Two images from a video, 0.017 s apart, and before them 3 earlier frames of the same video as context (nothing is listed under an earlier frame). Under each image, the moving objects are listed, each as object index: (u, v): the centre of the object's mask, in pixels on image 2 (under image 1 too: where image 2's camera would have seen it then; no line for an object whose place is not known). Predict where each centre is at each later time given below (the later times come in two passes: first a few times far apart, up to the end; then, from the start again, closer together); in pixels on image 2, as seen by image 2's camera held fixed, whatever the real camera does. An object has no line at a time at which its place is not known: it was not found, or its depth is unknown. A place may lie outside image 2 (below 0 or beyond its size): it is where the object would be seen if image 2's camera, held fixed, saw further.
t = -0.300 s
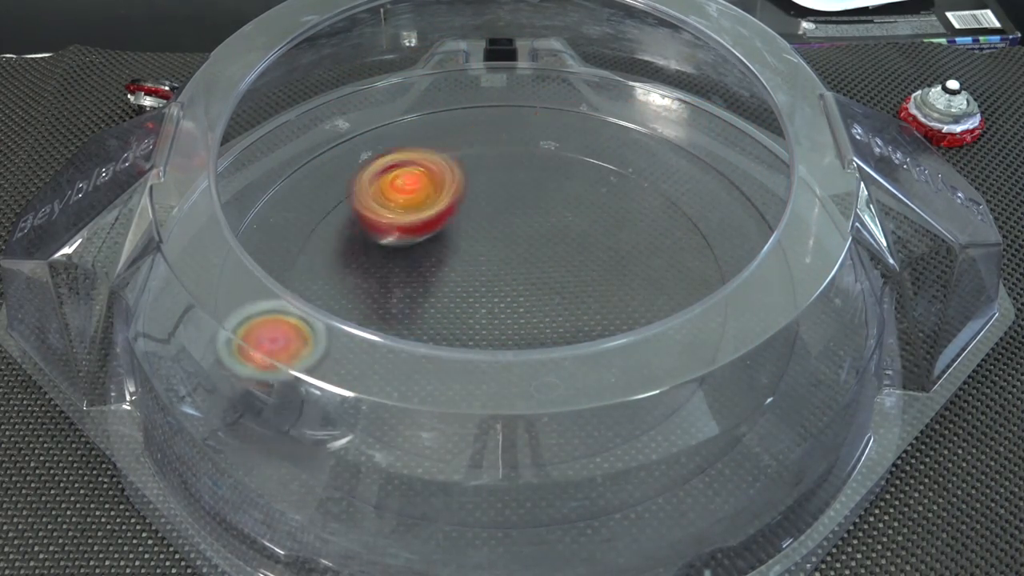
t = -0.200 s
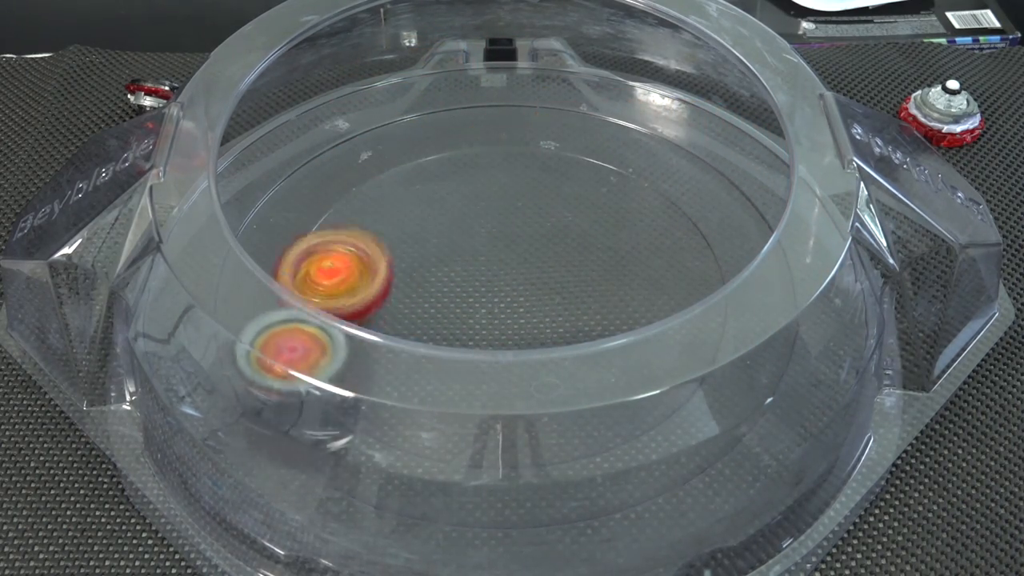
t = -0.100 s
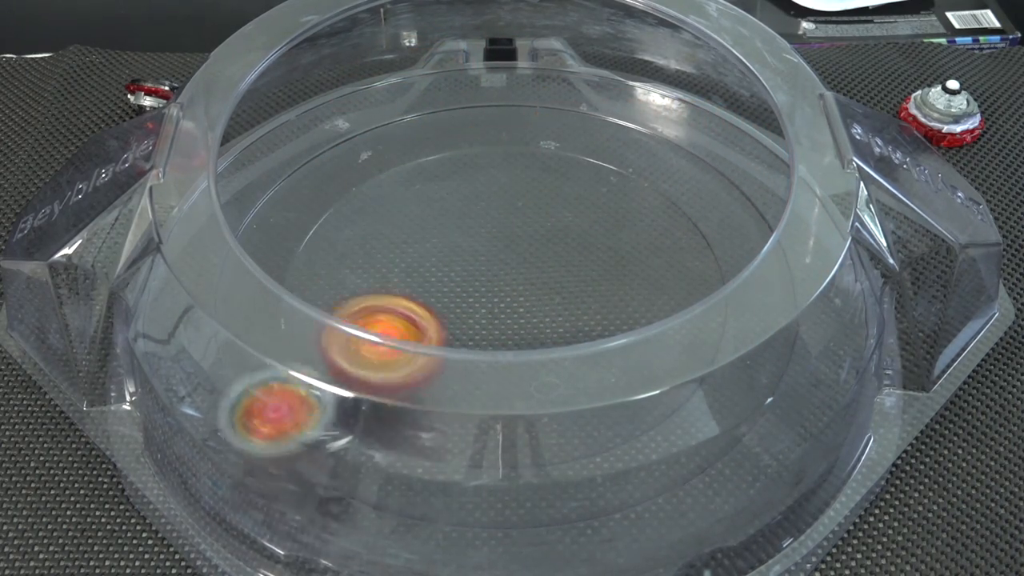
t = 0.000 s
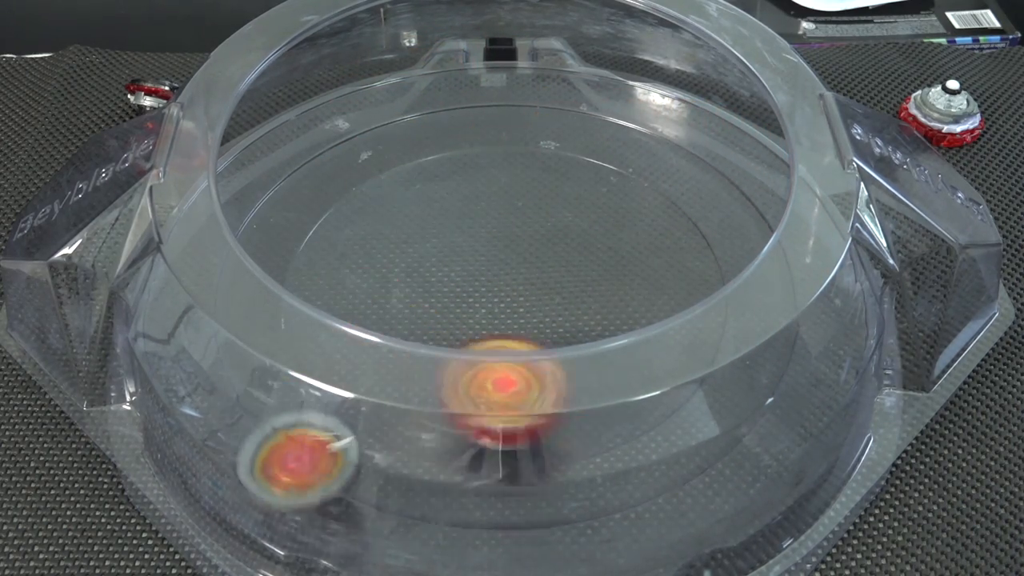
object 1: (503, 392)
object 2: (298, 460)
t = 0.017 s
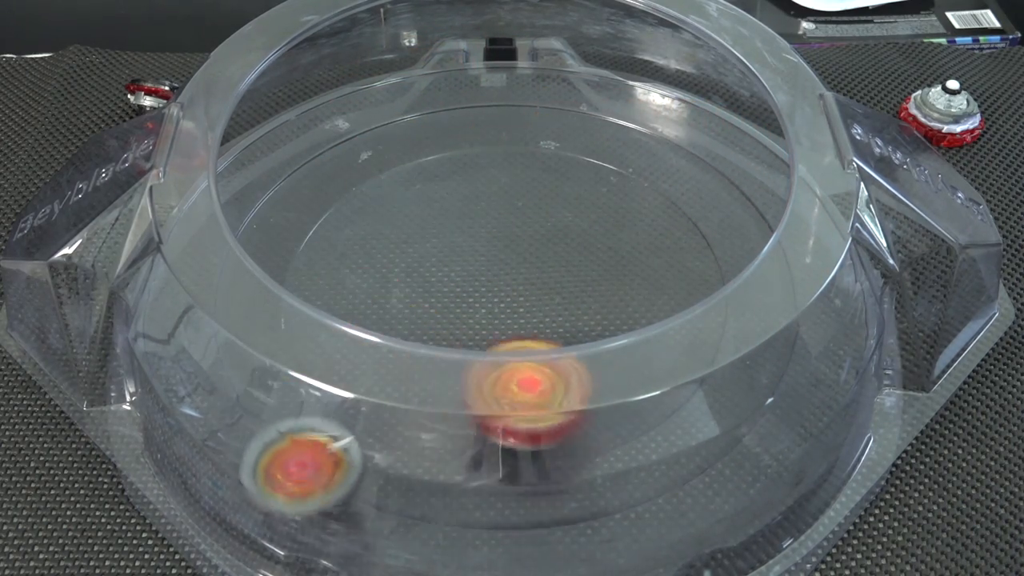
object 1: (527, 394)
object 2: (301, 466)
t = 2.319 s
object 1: (513, 397)
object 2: (339, 348)
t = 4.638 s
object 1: (623, 335)
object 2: (583, 242)
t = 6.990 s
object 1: (656, 266)
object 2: (517, 288)
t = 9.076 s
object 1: (653, 283)
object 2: (505, 273)
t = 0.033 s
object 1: (552, 392)
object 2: (305, 471)
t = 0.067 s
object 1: (600, 381)
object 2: (319, 475)
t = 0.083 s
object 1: (621, 371)
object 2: (327, 476)
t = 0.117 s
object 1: (656, 344)
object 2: (343, 477)
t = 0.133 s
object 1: (672, 333)
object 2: (350, 478)
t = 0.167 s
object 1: (694, 302)
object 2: (363, 480)
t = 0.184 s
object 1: (700, 286)
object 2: (370, 481)
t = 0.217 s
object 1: (703, 253)
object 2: (384, 480)
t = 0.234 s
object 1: (706, 241)
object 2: (390, 480)
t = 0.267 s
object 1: (701, 212)
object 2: (401, 479)
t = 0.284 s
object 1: (692, 196)
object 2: (408, 478)
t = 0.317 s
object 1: (670, 168)
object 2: (425, 475)
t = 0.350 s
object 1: (647, 145)
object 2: (445, 471)
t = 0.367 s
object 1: (636, 134)
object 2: (454, 466)
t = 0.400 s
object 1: (617, 118)
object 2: (471, 460)
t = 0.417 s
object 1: (608, 112)
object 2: (479, 453)
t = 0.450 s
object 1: (594, 101)
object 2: (494, 443)
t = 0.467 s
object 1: (586, 96)
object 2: (501, 440)
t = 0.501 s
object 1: (575, 90)
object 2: (513, 434)
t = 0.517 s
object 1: (569, 87)
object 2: (519, 429)
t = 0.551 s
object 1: (554, 87)
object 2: (534, 419)
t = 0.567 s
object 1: (546, 87)
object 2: (542, 413)
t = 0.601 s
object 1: (533, 87)
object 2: (560, 399)
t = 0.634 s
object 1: (523, 87)
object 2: (578, 378)
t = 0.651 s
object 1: (518, 88)
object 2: (588, 366)
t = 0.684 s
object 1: (510, 88)
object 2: (603, 340)
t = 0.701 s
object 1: (506, 88)
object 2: (602, 318)
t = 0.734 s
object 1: (498, 89)
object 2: (613, 303)
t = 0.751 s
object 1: (494, 89)
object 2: (616, 294)
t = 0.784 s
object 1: (485, 90)
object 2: (612, 270)
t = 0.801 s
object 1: (482, 91)
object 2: (608, 257)
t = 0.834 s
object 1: (474, 92)
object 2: (593, 231)
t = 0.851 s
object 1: (470, 93)
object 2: (583, 218)
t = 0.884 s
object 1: (462, 95)
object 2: (562, 196)
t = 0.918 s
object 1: (454, 97)
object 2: (536, 180)
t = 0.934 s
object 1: (450, 98)
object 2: (523, 173)
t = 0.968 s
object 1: (442, 100)
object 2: (496, 165)
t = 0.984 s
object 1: (437, 100)
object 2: (484, 166)
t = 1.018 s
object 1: (425, 100)
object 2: (459, 172)
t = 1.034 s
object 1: (421, 100)
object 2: (446, 177)
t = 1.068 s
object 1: (410, 100)
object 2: (420, 188)
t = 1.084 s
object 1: (405, 100)
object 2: (407, 195)
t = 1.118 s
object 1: (396, 101)
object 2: (387, 211)
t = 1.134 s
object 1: (391, 102)
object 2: (378, 220)
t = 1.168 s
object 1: (382, 104)
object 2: (365, 239)
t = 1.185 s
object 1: (377, 106)
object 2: (360, 250)
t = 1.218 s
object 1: (365, 111)
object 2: (357, 274)
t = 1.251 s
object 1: (356, 115)
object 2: (366, 293)
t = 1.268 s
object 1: (351, 117)
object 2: (373, 300)
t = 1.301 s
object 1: (343, 121)
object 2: (391, 325)
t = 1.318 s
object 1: (339, 123)
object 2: (404, 336)
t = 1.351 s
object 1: (332, 127)
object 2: (439, 357)
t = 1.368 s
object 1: (329, 129)
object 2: (456, 364)
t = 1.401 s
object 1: (322, 133)
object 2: (496, 374)
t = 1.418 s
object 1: (319, 135)
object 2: (516, 375)
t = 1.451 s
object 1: (313, 139)
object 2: (555, 369)
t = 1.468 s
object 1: (310, 141)
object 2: (574, 365)
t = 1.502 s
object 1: (305, 145)
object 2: (610, 352)
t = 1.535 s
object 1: (301, 150)
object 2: (643, 332)
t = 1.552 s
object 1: (299, 152)
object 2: (655, 319)
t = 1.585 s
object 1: (295, 157)
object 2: (666, 289)
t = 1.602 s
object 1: (293, 159)
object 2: (675, 279)
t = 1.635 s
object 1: (290, 164)
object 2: (687, 259)
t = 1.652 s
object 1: (288, 166)
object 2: (688, 247)
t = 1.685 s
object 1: (286, 172)
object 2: (684, 221)
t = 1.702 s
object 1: (285, 174)
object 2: (679, 210)
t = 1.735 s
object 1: (283, 180)
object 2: (665, 186)
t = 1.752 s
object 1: (282, 183)
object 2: (657, 176)
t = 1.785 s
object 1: (280, 189)
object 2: (636, 159)
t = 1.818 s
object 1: (279, 195)
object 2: (612, 143)
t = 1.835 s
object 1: (279, 198)
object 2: (598, 137)
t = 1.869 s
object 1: (279, 204)
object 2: (568, 126)
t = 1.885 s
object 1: (279, 207)
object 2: (551, 122)
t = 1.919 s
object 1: (281, 214)
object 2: (517, 119)
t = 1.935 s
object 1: (282, 217)
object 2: (500, 119)
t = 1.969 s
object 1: (284, 223)
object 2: (466, 121)
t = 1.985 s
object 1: (285, 226)
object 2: (449, 124)
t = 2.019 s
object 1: (289, 233)
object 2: (417, 133)
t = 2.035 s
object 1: (292, 238)
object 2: (400, 139)
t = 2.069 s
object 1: (297, 253)
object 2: (370, 156)
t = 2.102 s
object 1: (315, 265)
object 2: (345, 172)
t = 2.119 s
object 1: (317, 281)
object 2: (335, 182)
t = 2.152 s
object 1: (334, 304)
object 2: (318, 205)
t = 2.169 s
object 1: (345, 316)
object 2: (312, 217)
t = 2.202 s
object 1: (371, 342)
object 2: (304, 245)
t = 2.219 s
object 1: (388, 352)
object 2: (305, 255)
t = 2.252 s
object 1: (424, 373)
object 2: (306, 285)
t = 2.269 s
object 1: (444, 380)
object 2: (312, 300)
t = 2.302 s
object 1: (489, 397)
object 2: (329, 332)
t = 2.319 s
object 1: (513, 397)
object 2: (339, 348)
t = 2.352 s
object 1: (562, 383)
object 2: (368, 373)
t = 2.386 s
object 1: (604, 368)
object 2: (403, 393)
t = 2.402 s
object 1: (623, 357)
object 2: (423, 401)
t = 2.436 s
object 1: (656, 333)
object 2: (466, 412)
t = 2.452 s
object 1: (668, 318)
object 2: (489, 416)
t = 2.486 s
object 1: (683, 285)
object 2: (536, 418)
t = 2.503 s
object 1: (684, 269)
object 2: (559, 417)
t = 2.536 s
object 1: (694, 249)
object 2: (603, 410)
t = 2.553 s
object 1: (695, 237)
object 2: (625, 401)
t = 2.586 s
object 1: (688, 209)
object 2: (661, 380)
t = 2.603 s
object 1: (682, 197)
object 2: (678, 368)
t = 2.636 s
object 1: (666, 174)
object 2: (701, 338)
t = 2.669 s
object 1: (642, 153)
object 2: (714, 306)
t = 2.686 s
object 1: (628, 145)
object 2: (717, 289)
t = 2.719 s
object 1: (601, 131)
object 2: (711, 254)
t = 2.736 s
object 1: (589, 126)
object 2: (712, 244)
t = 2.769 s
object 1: (565, 118)
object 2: (704, 217)
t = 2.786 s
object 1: (554, 115)
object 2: (696, 204)
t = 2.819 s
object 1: (539, 111)
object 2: (677, 181)
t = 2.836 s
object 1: (532, 110)
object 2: (666, 171)
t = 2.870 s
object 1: (521, 109)
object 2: (640, 152)
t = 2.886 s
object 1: (517, 110)
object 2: (625, 144)
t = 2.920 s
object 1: (506, 108)
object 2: (599, 136)
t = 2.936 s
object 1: (495, 106)
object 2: (592, 137)
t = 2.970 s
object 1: (472, 102)
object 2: (576, 141)
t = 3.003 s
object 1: (453, 99)
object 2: (555, 148)
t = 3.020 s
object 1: (445, 98)
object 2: (544, 153)
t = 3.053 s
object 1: (428, 96)
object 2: (520, 165)
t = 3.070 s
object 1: (420, 95)
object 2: (507, 171)
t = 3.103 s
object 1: (404, 94)
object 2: (482, 187)
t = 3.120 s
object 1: (396, 98)
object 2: (469, 197)
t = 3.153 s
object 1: (381, 106)
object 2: (447, 220)
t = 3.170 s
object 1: (374, 109)
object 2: (437, 233)
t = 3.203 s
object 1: (359, 115)
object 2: (423, 259)
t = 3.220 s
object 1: (351, 117)
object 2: (420, 273)
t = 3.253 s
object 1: (338, 121)
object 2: (420, 297)
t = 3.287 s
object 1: (327, 130)
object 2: (431, 314)
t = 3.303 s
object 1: (320, 134)
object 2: (437, 328)
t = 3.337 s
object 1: (309, 140)
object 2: (455, 348)
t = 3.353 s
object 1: (304, 143)
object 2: (467, 360)
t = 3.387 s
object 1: (293, 151)
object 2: (495, 369)
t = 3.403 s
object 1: (288, 157)
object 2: (511, 373)
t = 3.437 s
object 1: (279, 165)
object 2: (543, 373)
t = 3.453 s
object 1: (275, 169)
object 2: (558, 372)
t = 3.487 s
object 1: (269, 176)
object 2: (586, 367)
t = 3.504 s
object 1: (267, 178)
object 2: (600, 363)
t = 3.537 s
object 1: (264, 184)
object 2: (626, 351)
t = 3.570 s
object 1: (262, 193)
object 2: (646, 336)
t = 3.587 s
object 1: (261, 196)
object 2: (655, 327)
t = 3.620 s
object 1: (260, 200)
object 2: (665, 309)
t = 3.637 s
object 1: (250, 205)
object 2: (661, 294)
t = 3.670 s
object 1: (246, 210)
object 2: (667, 281)
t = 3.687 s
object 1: (245, 213)
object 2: (666, 275)
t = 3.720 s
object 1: (242, 218)
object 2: (656, 259)
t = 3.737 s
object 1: (241, 220)
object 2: (648, 251)
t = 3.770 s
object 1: (239, 225)
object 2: (630, 236)
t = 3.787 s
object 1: (239, 227)
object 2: (618, 230)
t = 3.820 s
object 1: (238, 231)
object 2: (591, 220)
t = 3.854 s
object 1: (237, 236)
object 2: (561, 214)
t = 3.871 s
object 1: (238, 238)
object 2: (547, 213)
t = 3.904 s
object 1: (239, 242)
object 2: (514, 212)
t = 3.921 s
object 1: (240, 245)
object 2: (496, 214)
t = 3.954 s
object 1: (240, 250)
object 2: (463, 220)
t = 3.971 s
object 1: (241, 252)
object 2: (448, 225)
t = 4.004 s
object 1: (243, 257)
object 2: (421, 237)
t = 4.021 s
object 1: (245, 259)
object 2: (410, 245)
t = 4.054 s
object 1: (248, 264)
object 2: (391, 263)
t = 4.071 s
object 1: (249, 266)
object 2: (384, 273)
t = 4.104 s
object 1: (253, 271)
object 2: (377, 291)
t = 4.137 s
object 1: (257, 276)
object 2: (383, 306)
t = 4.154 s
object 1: (259, 279)
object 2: (383, 323)
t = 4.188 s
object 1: (265, 284)
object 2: (394, 341)
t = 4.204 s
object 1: (267, 287)
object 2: (403, 351)
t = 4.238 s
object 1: (272, 292)
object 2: (423, 366)
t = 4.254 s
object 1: (276, 294)
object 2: (435, 374)
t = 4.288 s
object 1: (285, 302)
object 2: (463, 388)
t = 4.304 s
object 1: (291, 308)
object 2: (478, 386)
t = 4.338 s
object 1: (310, 320)
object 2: (509, 393)
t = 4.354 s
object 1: (320, 326)
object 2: (525, 387)
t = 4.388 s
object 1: (346, 343)
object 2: (551, 378)
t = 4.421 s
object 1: (376, 360)
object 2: (575, 369)
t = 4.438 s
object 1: (394, 369)
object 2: (586, 359)
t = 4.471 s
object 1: (433, 382)
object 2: (605, 341)
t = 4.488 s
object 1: (450, 393)
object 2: (611, 329)
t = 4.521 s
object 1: (494, 396)
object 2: (615, 306)
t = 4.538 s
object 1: (515, 386)
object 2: (616, 299)
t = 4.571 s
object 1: (556, 377)
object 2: (612, 279)
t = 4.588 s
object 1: (576, 370)
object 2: (607, 269)
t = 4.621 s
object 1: (610, 348)
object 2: (593, 251)
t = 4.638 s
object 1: (623, 335)
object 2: (583, 242)
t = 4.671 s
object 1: (645, 311)
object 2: (559, 226)
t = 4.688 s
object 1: (650, 289)
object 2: (545, 220)
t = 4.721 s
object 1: (665, 271)
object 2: (518, 210)
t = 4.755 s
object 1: (670, 249)
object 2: (488, 204)
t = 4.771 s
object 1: (671, 235)
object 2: (475, 204)
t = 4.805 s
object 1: (664, 210)
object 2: (450, 204)
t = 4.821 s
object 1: (659, 199)
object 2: (437, 207)
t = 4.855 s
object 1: (645, 178)
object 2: (413, 215)
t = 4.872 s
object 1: (637, 170)
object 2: (404, 220)
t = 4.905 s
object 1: (619, 153)
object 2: (389, 233)
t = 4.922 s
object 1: (607, 146)
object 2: (385, 240)
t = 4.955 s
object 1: (583, 134)
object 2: (378, 256)
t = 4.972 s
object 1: (570, 130)
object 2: (377, 264)
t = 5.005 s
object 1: (540, 127)
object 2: (378, 281)
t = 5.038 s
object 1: (511, 126)
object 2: (387, 294)
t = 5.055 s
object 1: (496, 128)
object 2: (394, 300)
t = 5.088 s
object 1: (468, 133)
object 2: (413, 311)
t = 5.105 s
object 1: (454, 137)
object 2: (425, 314)
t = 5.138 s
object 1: (428, 148)
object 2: (445, 320)
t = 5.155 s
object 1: (417, 154)
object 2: (457, 321)
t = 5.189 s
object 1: (395, 171)
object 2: (485, 323)
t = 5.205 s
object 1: (386, 180)
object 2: (497, 322)
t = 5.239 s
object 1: (369, 201)
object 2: (521, 317)
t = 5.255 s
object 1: (363, 214)
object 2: (529, 314)
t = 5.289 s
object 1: (354, 237)
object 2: (545, 304)
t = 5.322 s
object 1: (351, 264)
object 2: (555, 292)
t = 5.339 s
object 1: (354, 276)
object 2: (558, 283)
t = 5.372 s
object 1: (363, 303)
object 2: (558, 271)
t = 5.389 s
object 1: (371, 315)
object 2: (557, 265)
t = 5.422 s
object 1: (390, 347)
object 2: (552, 254)
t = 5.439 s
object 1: (404, 356)
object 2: (549, 250)
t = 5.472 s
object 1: (436, 378)
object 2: (537, 242)
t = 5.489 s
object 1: (455, 393)
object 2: (530, 239)
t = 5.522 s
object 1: (495, 394)
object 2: (516, 237)
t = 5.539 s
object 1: (515, 402)
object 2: (509, 236)
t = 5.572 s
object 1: (557, 400)
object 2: (497, 237)
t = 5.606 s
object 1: (595, 393)
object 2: (483, 240)
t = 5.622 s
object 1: (612, 385)
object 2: (477, 244)
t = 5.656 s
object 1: (646, 377)
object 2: (468, 250)
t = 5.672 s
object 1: (657, 364)
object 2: (465, 253)
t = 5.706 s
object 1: (680, 344)
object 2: (461, 262)
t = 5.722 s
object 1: (688, 332)
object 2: (460, 265)
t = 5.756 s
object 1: (702, 311)
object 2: (461, 273)
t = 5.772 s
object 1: (707, 300)
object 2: (463, 277)
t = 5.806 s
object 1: (711, 278)
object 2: (468, 283)
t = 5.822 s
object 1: (709, 267)
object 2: (471, 285)
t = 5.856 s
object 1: (705, 246)
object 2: (479, 290)
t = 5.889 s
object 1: (699, 230)
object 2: (489, 292)
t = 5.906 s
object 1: (693, 221)
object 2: (494, 293)
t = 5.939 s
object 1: (678, 205)
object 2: (502, 293)
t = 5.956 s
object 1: (668, 197)
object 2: (506, 292)
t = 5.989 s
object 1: (647, 185)
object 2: (514, 289)
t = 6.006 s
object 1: (635, 180)
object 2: (518, 288)
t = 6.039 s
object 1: (609, 172)
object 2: (523, 284)
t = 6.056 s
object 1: (596, 169)
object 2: (525, 282)
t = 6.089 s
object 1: (566, 165)
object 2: (528, 278)
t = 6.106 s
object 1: (552, 164)
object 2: (529, 277)
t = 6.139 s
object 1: (520, 166)
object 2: (529, 273)
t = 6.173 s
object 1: (489, 171)
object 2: (527, 270)
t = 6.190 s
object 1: (473, 175)
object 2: (527, 269)
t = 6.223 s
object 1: (443, 186)
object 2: (524, 267)
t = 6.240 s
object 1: (429, 193)
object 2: (523, 267)
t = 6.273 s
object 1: (404, 209)
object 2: (519, 267)
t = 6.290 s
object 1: (392, 219)
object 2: (517, 267)
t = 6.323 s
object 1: (373, 241)
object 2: (513, 267)
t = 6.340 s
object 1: (365, 251)
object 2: (512, 267)
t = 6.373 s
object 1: (355, 273)
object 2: (509, 269)
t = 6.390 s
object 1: (351, 286)
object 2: (509, 270)
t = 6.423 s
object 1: (350, 311)
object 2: (507, 271)
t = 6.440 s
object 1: (353, 322)
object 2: (506, 273)
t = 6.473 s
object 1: (361, 345)
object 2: (505, 275)
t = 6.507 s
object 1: (377, 368)
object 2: (505, 277)
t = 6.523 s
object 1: (386, 377)
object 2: (505, 278)
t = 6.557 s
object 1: (412, 397)
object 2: (506, 281)
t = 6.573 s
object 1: (424, 403)
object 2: (506, 282)
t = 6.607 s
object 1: (456, 412)
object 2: (507, 284)
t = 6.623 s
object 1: (470, 415)
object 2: (508, 285)
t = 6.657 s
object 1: (503, 418)
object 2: (510, 287)
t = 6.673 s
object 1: (518, 418)
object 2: (511, 287)
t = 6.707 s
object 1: (549, 415)
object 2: (511, 288)
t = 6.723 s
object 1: (563, 412)
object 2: (512, 289)
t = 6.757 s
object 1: (593, 403)
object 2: (514, 289)
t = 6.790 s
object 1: (619, 391)
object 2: (514, 289)
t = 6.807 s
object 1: (629, 381)
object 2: (515, 290)
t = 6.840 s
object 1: (646, 363)
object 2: (516, 290)
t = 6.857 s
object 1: (651, 348)
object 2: (517, 290)
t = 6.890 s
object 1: (661, 330)
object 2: (517, 290)
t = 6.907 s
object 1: (664, 317)
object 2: (518, 290)
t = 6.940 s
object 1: (658, 287)
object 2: (518, 289)
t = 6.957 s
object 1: (660, 280)
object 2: (518, 289)
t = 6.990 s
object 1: (656, 266)
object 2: (517, 288)
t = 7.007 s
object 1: (651, 254)
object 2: (517, 288)
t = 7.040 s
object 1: (634, 234)
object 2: (517, 287)
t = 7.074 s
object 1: (614, 217)
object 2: (516, 287)
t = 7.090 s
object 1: (603, 210)
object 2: (516, 287)
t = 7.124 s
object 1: (576, 197)
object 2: (514, 286)
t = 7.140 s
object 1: (562, 191)
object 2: (513, 286)
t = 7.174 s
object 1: (533, 183)
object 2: (512, 286)
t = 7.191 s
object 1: (518, 180)
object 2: (512, 286)
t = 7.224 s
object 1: (488, 177)
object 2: (510, 287)
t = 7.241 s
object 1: (474, 177)
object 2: (510, 288)
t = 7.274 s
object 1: (444, 180)
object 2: (509, 288)
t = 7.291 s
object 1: (431, 182)
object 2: (508, 288)
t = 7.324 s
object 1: (404, 190)
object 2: (507, 289)
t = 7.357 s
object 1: (381, 200)
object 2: (506, 290)
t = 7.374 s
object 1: (370, 206)
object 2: (505, 291)
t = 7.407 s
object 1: (352, 219)
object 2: (505, 291)
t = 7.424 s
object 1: (344, 228)
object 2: (505, 292)
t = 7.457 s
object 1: (332, 245)
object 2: (504, 292)
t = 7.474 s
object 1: (327, 253)
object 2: (504, 292)
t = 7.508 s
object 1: (326, 267)
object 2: (504, 292)
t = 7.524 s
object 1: (322, 281)
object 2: (503, 292)
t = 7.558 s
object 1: (326, 300)
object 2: (503, 292)
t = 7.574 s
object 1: (330, 311)
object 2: (503, 292)
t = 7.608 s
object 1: (343, 329)
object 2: (502, 292)
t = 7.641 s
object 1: (360, 345)
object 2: (502, 292)
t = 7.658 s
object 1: (372, 355)
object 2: (503, 291)
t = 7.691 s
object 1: (395, 368)
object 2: (501, 291)
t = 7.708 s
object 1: (408, 373)
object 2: (501, 291)
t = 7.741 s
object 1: (440, 382)
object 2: (501, 290)
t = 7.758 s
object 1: (455, 382)
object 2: (500, 290)
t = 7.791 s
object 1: (489, 384)
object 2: (500, 290)
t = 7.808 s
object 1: (504, 396)
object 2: (500, 289)
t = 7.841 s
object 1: (537, 381)
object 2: (499, 288)
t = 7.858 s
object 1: (550, 374)
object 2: (498, 288)
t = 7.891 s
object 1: (580, 358)
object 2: (498, 288)
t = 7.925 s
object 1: (602, 339)
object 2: (497, 288)
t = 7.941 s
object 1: (610, 328)
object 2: (498, 288)
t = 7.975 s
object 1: (622, 299)
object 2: (496, 288)
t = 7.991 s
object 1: (628, 292)
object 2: (496, 288)
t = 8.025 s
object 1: (637, 276)
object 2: (495, 287)
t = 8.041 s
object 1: (636, 265)
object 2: (494, 287)
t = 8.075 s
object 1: (633, 242)
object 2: (494, 286)
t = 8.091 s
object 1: (628, 232)
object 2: (494, 286)
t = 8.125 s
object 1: (617, 213)
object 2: (493, 285)
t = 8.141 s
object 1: (611, 205)
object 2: (493, 285)
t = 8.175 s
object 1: (593, 189)
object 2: (492, 284)
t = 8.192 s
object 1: (585, 182)
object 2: (492, 284)
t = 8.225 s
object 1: (564, 171)
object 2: (492, 283)
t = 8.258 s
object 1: (543, 163)
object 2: (491, 283)
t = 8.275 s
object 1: (531, 159)
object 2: (491, 283)
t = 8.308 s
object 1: (509, 156)
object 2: (491, 282)
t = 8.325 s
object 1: (497, 156)
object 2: (491, 282)
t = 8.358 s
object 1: (474, 157)
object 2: (492, 282)
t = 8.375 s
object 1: (464, 159)
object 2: (492, 282)
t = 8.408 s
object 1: (441, 165)
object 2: (492, 282)
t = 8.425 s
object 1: (432, 169)
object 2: (492, 282)
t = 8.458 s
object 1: (413, 180)
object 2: (492, 282)
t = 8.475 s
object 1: (405, 186)
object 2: (493, 282)
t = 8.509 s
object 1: (390, 201)
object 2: (494, 282)
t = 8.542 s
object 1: (379, 218)
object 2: (495, 282)
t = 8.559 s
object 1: (376, 228)
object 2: (496, 281)
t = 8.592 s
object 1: (370, 247)
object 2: (496, 281)
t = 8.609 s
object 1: (370, 257)
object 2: (497, 281)
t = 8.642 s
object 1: (371, 277)
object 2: (498, 280)
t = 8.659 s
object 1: (377, 285)
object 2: (499, 280)
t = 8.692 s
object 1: (387, 306)
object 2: (501, 279)
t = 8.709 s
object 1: (395, 317)
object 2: (501, 278)
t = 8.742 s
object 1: (416, 336)
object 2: (503, 277)
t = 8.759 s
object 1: (429, 344)
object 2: (504, 276)
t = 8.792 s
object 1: (458, 357)
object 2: (504, 275)
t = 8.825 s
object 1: (489, 365)
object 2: (505, 273)
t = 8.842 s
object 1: (506, 366)
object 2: (504, 274)
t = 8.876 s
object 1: (536, 369)
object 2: (505, 274)
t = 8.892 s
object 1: (551, 365)
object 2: (505, 274)
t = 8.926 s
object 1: (582, 356)
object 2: (505, 273)
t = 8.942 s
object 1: (594, 351)
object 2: (505, 273)
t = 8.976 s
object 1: (617, 338)
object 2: (505, 272)
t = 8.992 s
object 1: (627, 331)
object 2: (504, 272)
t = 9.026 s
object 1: (640, 312)
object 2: (504, 272)
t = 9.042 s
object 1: (647, 305)
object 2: (504, 272)
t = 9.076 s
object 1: (653, 283)
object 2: (505, 273)
